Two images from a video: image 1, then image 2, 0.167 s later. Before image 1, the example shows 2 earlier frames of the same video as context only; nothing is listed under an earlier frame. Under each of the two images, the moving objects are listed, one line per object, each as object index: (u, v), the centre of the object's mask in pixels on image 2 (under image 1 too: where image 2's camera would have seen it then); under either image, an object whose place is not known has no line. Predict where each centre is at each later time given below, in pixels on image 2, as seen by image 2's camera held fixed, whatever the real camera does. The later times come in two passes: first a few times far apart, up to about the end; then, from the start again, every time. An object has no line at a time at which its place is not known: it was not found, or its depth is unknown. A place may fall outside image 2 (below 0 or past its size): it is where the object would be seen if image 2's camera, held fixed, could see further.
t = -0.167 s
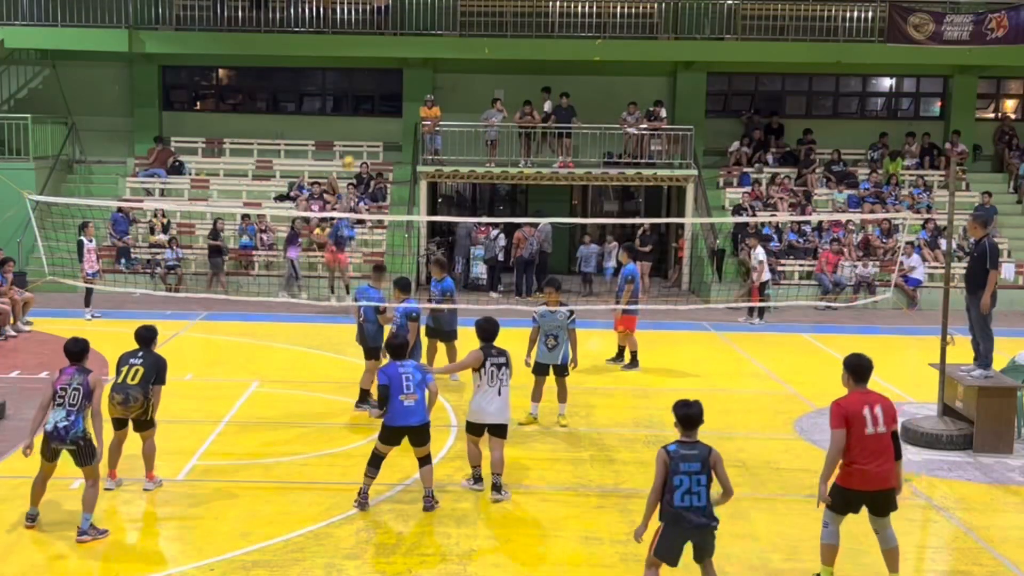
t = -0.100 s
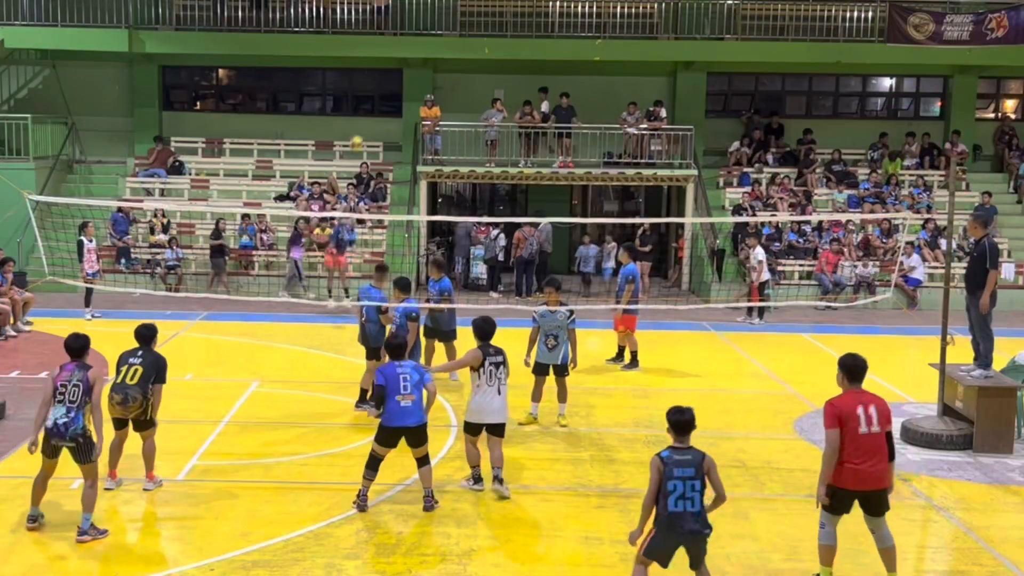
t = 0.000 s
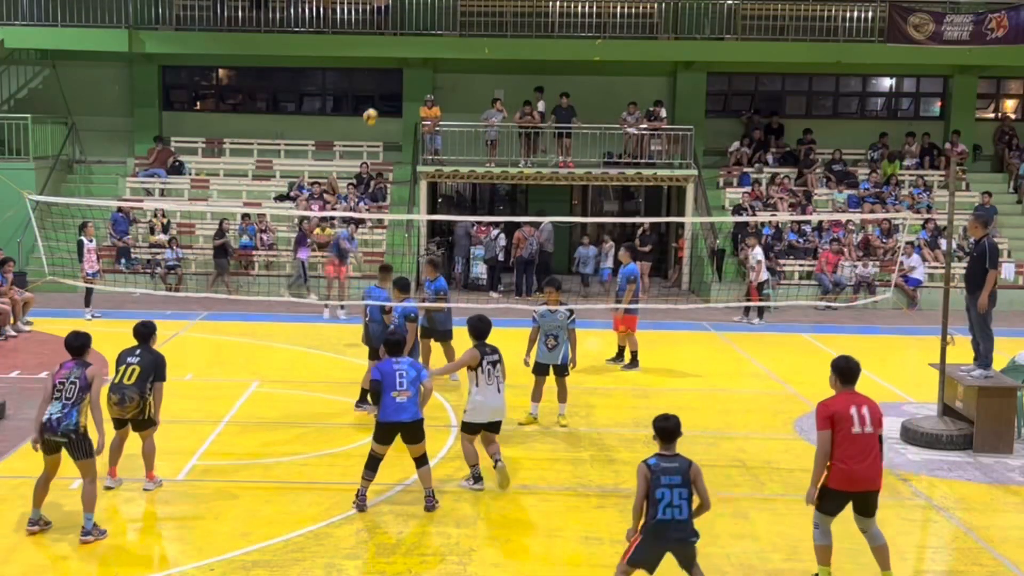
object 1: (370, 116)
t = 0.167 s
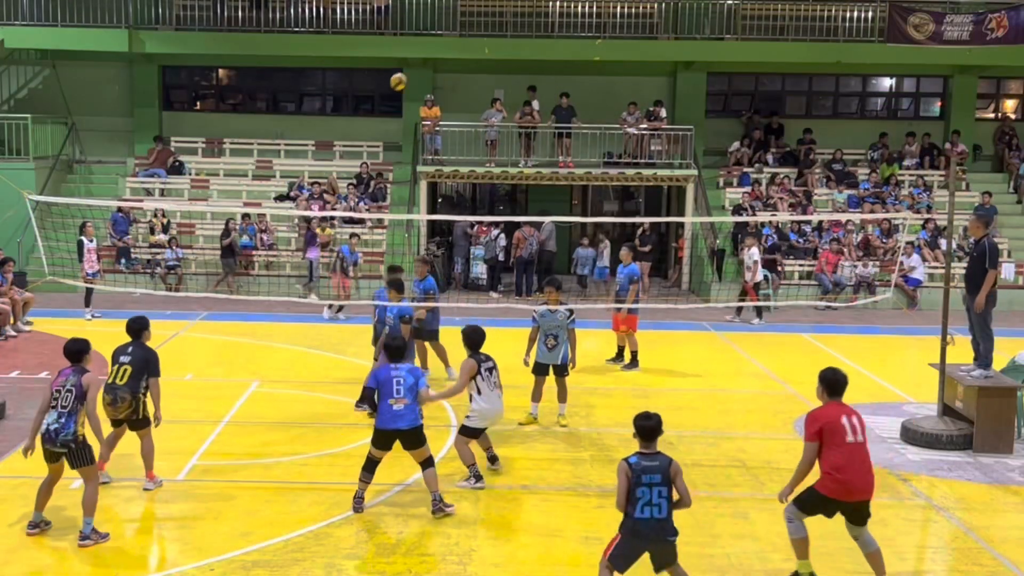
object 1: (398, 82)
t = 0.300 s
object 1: (422, 64)
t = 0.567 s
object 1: (470, 59)
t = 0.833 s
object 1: (537, 116)
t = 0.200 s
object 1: (404, 76)
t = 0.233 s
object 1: (410, 71)
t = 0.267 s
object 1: (416, 67)
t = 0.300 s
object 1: (422, 64)
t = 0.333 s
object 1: (427, 61)
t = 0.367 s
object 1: (434, 58)
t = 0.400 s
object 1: (439, 56)
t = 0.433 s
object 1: (445, 55)
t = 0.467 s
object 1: (451, 55)
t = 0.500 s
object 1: (457, 56)
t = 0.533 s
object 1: (464, 57)
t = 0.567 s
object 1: (470, 59)
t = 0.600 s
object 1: (478, 62)
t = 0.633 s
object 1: (485, 66)
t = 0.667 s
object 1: (492, 71)
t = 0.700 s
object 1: (500, 77)
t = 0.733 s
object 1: (509, 85)
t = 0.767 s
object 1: (517, 93)
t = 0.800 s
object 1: (527, 104)
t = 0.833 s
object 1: (537, 116)
